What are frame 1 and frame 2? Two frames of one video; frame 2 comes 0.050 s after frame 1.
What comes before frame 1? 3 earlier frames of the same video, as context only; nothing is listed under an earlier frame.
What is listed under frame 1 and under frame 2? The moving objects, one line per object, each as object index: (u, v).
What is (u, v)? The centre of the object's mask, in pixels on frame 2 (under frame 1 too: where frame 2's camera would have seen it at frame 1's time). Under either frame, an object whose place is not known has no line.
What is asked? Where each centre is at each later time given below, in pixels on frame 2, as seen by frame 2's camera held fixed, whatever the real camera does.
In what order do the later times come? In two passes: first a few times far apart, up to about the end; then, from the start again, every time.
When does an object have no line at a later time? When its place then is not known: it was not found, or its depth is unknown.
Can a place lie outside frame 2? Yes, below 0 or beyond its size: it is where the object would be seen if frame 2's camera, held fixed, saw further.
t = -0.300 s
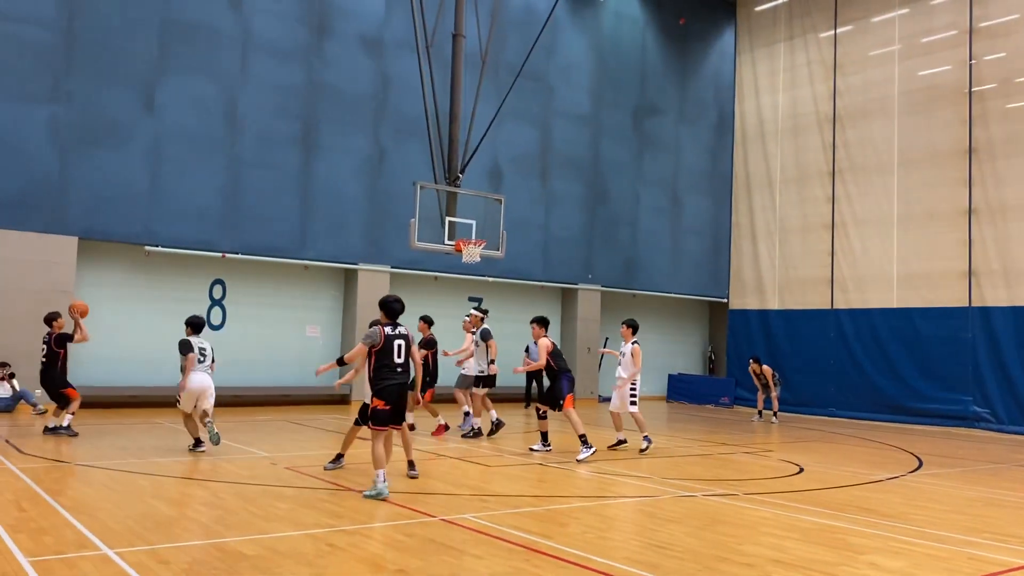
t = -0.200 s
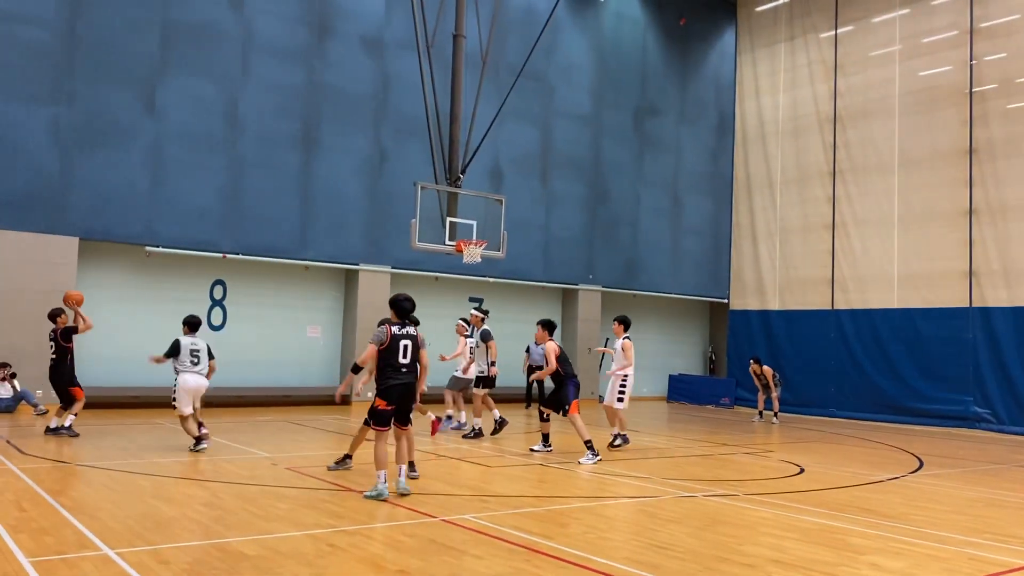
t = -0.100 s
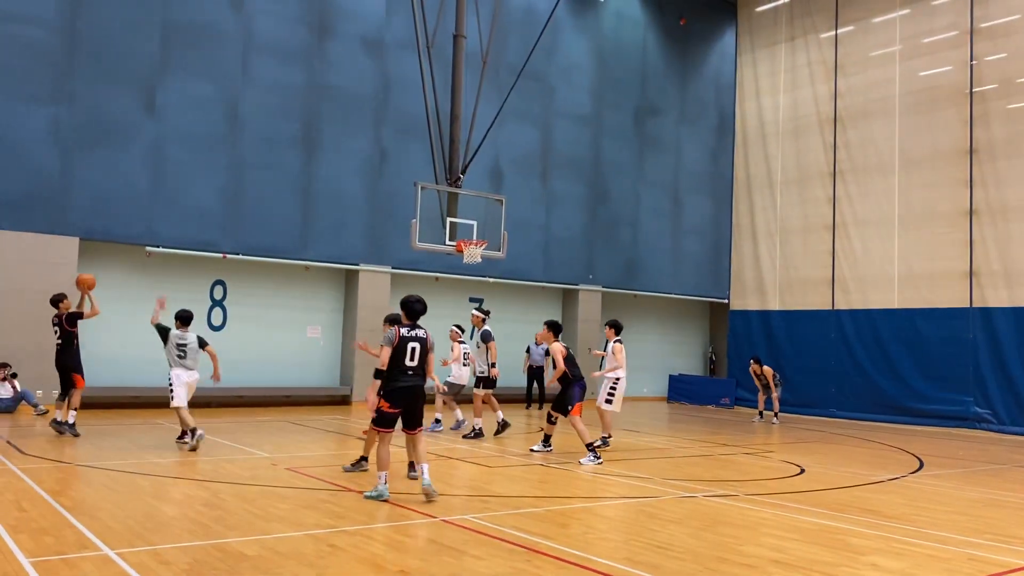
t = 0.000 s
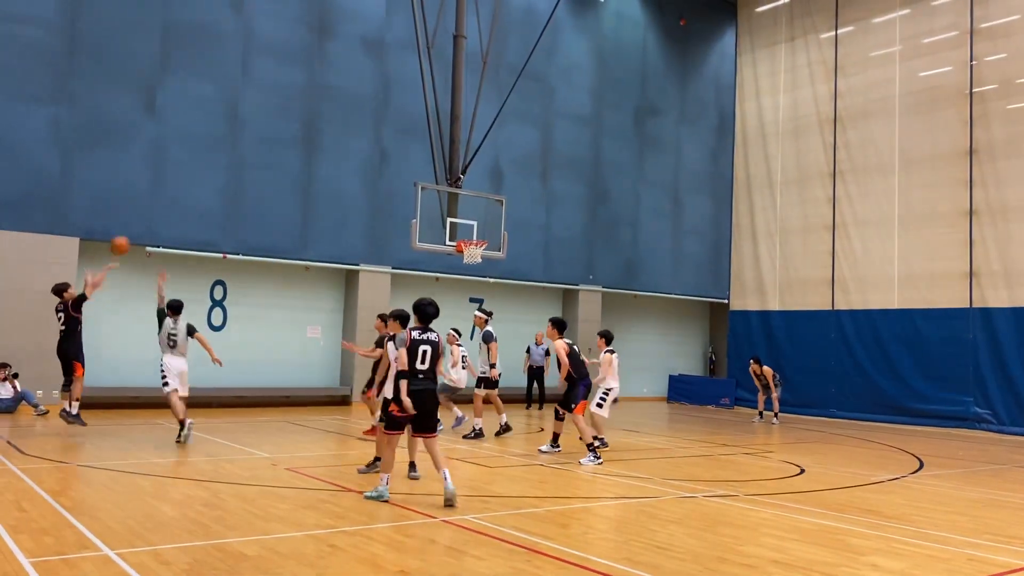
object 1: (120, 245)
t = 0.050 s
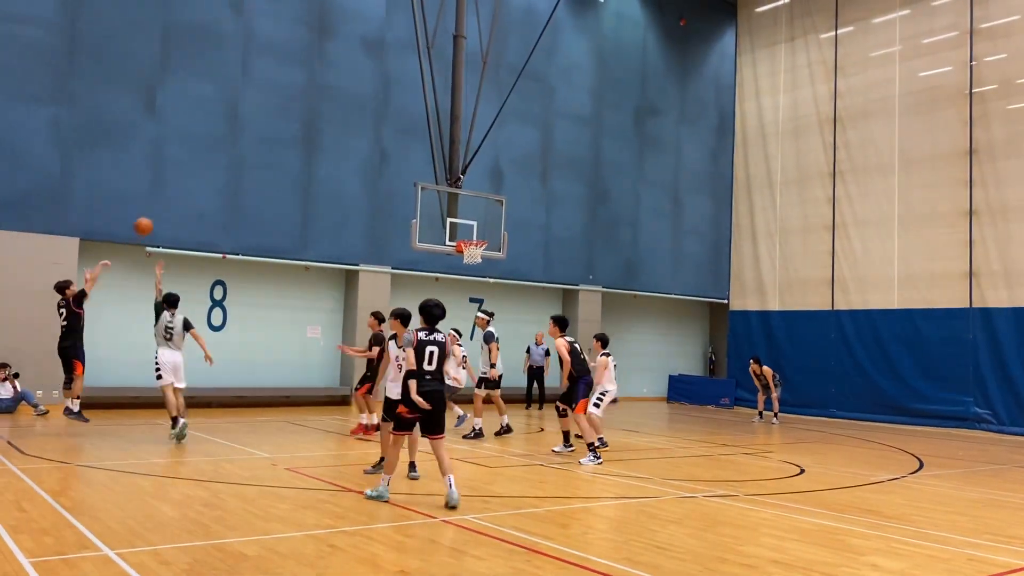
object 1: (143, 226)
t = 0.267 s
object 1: (235, 169)
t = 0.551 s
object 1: (337, 148)
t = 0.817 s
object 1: (418, 174)
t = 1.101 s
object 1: (488, 234)
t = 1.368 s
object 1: (506, 201)
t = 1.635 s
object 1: (523, 209)
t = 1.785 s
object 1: (531, 230)
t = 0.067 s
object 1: (151, 220)
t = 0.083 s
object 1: (158, 215)
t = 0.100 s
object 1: (165, 209)
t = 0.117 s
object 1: (173, 204)
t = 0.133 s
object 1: (180, 199)
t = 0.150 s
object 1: (188, 195)
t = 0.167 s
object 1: (195, 190)
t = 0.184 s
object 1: (202, 186)
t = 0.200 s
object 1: (208, 182)
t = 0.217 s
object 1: (215, 178)
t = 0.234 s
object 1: (222, 175)
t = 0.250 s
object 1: (228, 172)
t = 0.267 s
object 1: (235, 169)
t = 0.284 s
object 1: (241, 166)
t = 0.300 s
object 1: (248, 164)
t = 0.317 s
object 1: (255, 161)
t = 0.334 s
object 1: (261, 159)
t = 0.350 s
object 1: (267, 157)
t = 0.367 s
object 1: (273, 156)
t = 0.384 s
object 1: (279, 154)
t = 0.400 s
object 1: (285, 153)
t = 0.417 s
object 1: (291, 151)
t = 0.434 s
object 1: (298, 150)
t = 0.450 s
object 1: (303, 150)
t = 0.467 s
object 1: (309, 149)
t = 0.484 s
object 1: (315, 148)
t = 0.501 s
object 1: (320, 148)
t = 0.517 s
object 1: (326, 148)
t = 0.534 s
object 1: (332, 148)
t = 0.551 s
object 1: (337, 148)
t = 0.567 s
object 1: (342, 149)
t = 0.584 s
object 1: (348, 150)
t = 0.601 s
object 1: (354, 151)
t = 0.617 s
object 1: (359, 152)
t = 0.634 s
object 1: (364, 153)
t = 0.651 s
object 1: (369, 154)
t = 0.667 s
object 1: (374, 156)
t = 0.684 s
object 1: (379, 157)
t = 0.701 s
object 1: (384, 159)
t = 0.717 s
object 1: (389, 161)
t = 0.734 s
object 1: (394, 162)
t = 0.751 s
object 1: (399, 165)
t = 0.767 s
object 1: (404, 167)
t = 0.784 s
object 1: (409, 169)
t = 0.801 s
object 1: (413, 172)
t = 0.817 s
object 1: (418, 174)
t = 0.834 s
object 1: (422, 178)
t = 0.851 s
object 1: (427, 181)
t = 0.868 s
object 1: (431, 184)
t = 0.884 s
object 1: (436, 187)
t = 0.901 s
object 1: (440, 191)
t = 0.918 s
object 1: (445, 194)
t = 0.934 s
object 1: (450, 198)
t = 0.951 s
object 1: (453, 202)
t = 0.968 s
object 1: (458, 205)
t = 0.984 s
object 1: (463, 210)
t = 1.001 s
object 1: (467, 214)
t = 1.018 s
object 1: (471, 218)
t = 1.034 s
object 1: (475, 222)
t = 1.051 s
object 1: (479, 227)
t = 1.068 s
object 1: (483, 232)
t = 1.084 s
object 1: (486, 236)
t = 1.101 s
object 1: (488, 234)
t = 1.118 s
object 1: (489, 231)
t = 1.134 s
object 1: (490, 228)
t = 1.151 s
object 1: (491, 225)
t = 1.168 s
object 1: (493, 222)
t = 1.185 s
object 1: (494, 219)
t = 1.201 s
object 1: (495, 217)
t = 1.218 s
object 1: (496, 215)
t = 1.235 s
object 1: (497, 213)
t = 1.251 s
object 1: (498, 211)
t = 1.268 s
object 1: (499, 208)
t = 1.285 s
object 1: (501, 207)
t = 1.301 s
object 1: (502, 206)
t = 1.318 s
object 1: (503, 205)
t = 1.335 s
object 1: (504, 203)
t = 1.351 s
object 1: (505, 202)
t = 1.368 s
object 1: (506, 201)
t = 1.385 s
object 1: (507, 201)
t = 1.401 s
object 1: (508, 200)
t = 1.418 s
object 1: (509, 200)
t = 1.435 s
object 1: (510, 200)
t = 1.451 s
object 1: (511, 200)
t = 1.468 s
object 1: (513, 200)
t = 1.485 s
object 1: (513, 200)
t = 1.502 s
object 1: (515, 201)
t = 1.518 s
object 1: (516, 201)
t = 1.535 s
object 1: (517, 201)
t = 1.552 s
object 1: (518, 202)
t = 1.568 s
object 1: (519, 203)
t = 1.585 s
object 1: (520, 204)
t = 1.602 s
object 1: (521, 206)
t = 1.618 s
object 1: (522, 207)
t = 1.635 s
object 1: (523, 209)
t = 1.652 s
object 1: (524, 211)
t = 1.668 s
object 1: (525, 213)
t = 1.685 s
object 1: (526, 215)
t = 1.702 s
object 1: (527, 217)
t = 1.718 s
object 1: (527, 219)
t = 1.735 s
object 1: (528, 222)
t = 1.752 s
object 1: (530, 225)
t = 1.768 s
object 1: (531, 227)
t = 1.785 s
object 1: (531, 230)
